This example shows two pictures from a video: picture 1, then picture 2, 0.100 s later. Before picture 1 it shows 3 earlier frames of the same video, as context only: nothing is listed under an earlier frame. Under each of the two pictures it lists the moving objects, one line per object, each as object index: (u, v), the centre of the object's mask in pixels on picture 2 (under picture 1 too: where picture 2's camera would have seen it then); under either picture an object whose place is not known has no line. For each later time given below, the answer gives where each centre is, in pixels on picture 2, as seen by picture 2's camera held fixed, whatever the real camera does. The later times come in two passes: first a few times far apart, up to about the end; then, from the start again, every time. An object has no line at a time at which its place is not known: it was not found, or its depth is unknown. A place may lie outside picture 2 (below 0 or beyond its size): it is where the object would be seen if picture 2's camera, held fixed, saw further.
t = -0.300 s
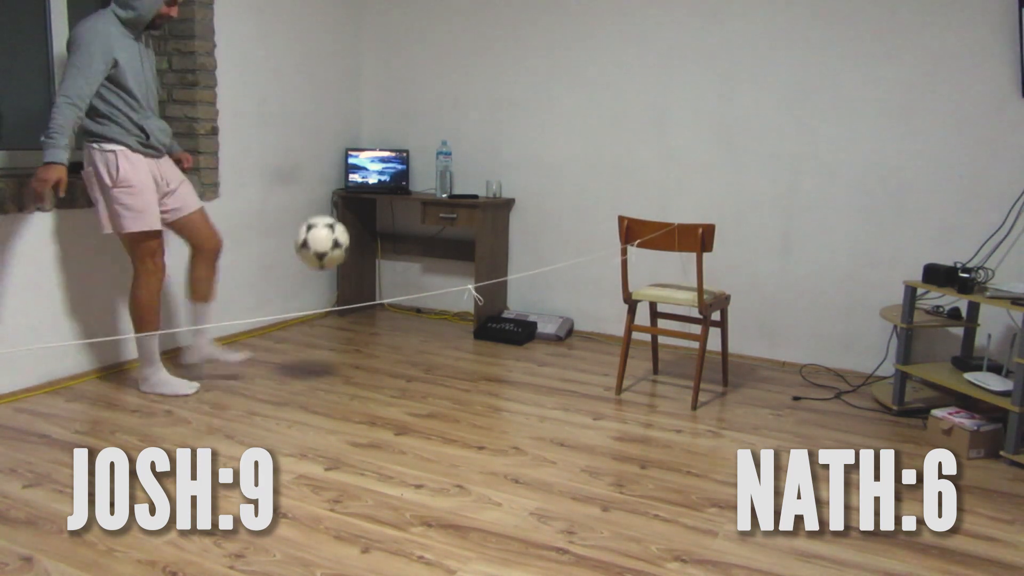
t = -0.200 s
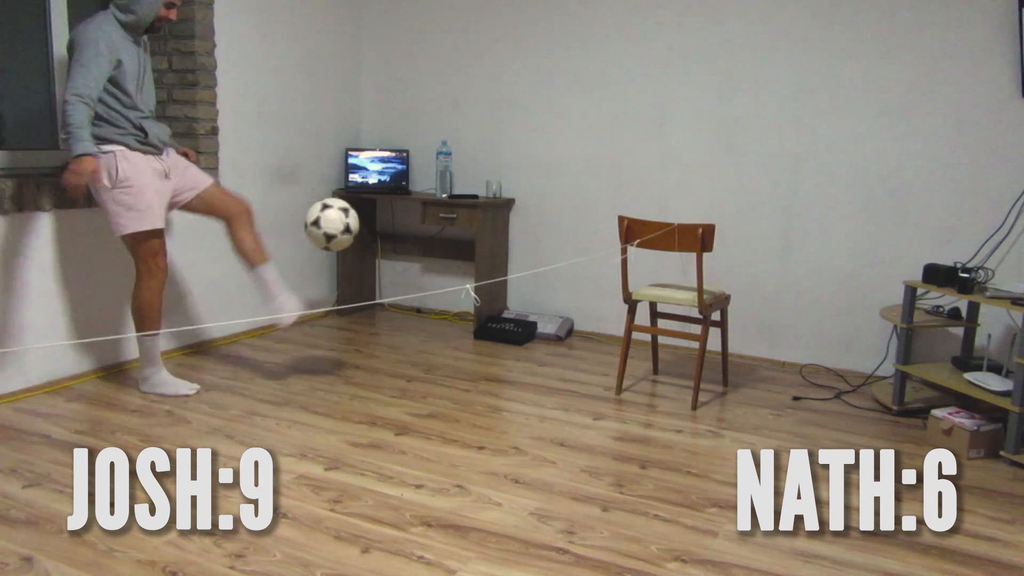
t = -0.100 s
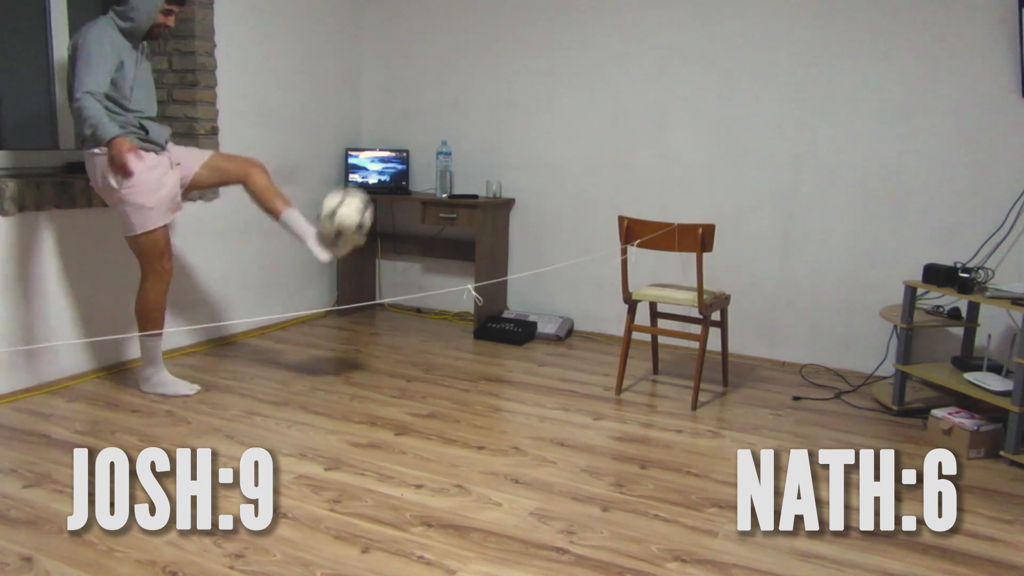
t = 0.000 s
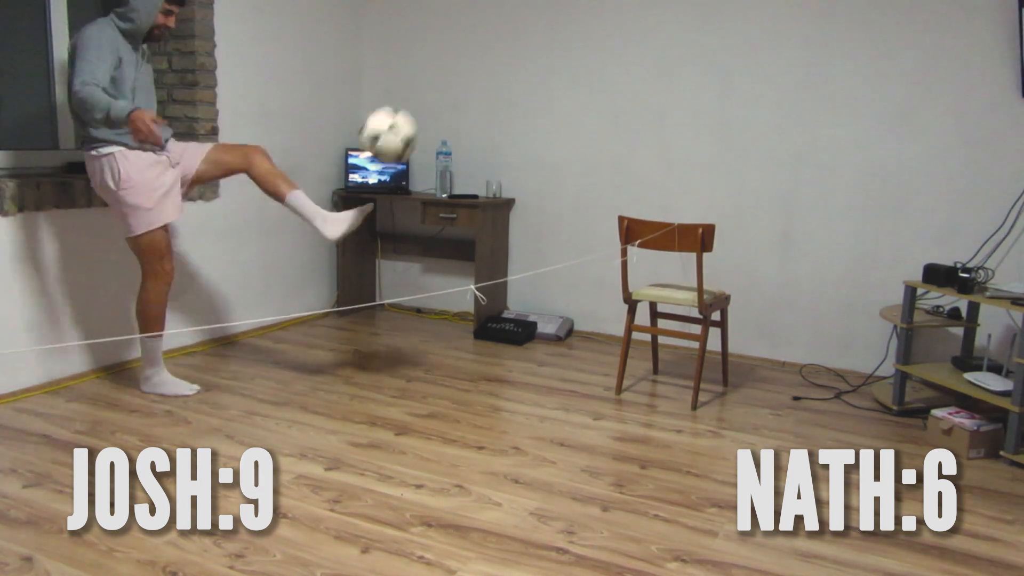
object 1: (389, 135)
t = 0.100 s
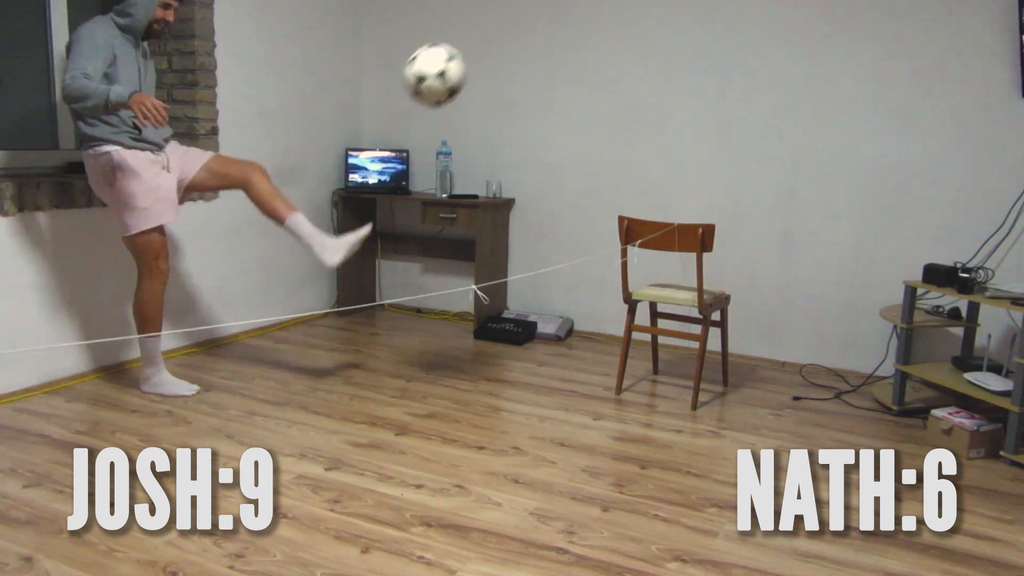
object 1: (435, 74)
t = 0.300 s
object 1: (544, 25)
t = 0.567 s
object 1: (720, 153)
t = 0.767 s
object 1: (858, 429)
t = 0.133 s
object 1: (451, 59)
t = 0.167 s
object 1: (469, 45)
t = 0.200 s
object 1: (487, 34)
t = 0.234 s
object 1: (505, 29)
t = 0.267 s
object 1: (524, 26)
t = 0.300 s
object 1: (544, 25)
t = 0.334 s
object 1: (564, 27)
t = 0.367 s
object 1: (585, 31)
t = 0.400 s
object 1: (607, 39)
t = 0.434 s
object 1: (628, 53)
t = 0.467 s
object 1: (651, 71)
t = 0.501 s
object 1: (674, 93)
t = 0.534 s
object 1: (696, 120)
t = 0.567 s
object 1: (720, 153)
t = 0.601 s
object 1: (743, 190)
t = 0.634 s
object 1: (767, 232)
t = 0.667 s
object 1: (791, 280)
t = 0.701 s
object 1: (814, 330)
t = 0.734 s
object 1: (837, 388)
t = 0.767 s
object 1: (858, 429)
